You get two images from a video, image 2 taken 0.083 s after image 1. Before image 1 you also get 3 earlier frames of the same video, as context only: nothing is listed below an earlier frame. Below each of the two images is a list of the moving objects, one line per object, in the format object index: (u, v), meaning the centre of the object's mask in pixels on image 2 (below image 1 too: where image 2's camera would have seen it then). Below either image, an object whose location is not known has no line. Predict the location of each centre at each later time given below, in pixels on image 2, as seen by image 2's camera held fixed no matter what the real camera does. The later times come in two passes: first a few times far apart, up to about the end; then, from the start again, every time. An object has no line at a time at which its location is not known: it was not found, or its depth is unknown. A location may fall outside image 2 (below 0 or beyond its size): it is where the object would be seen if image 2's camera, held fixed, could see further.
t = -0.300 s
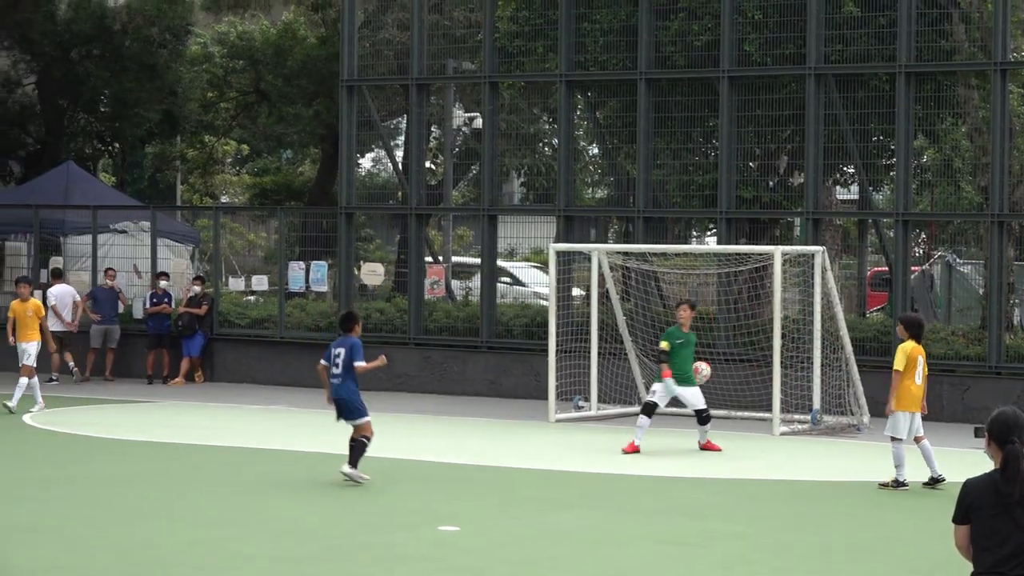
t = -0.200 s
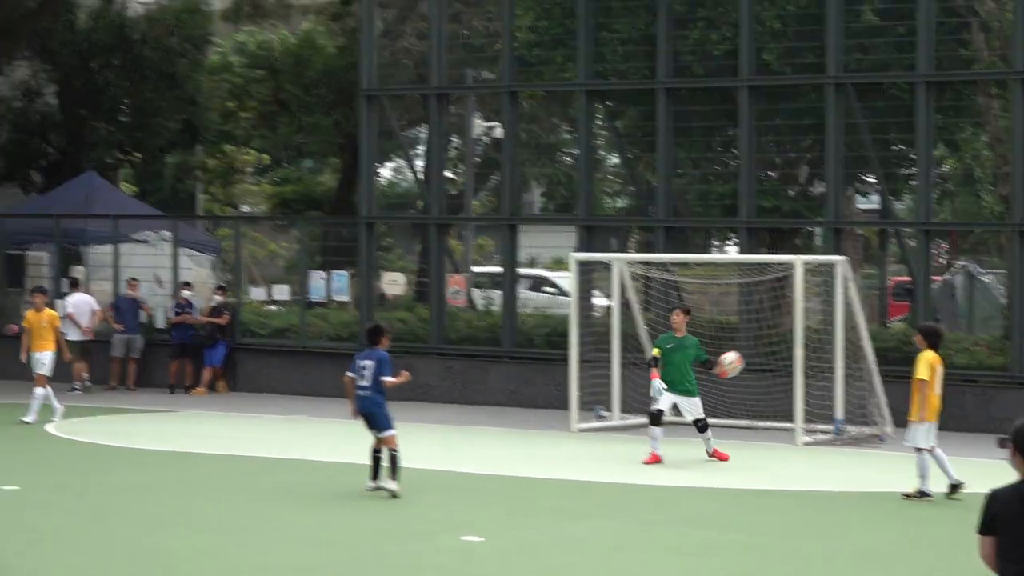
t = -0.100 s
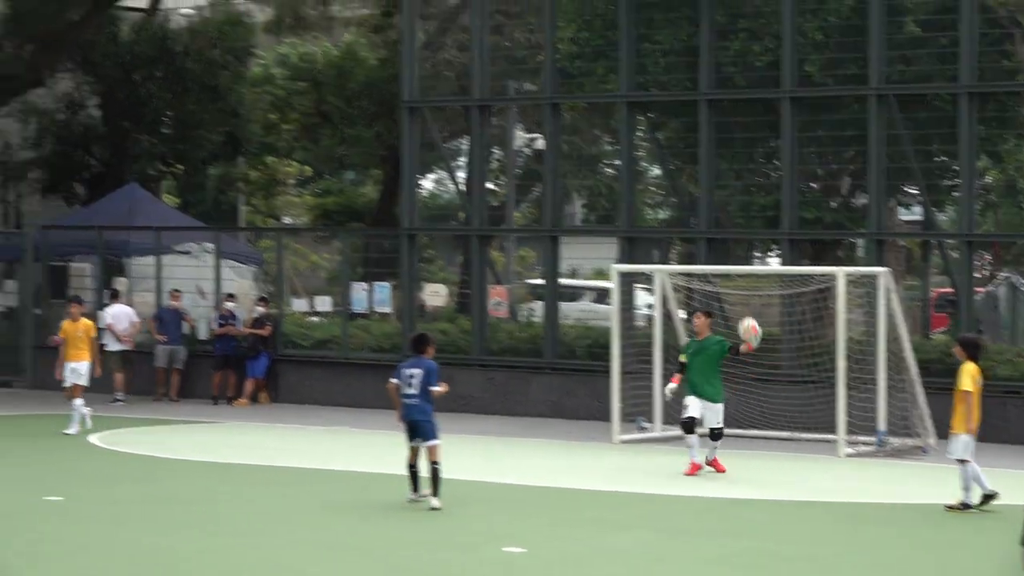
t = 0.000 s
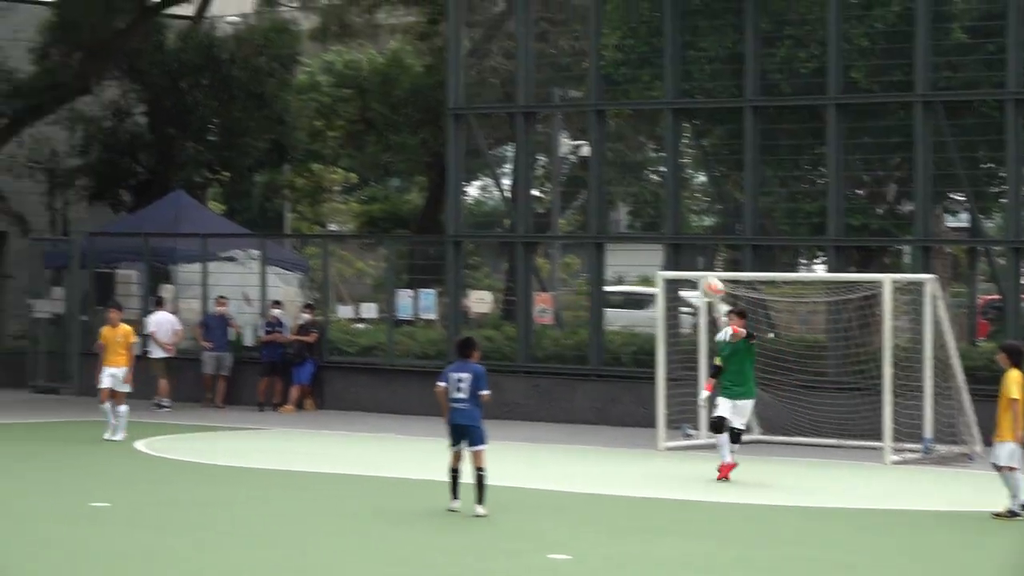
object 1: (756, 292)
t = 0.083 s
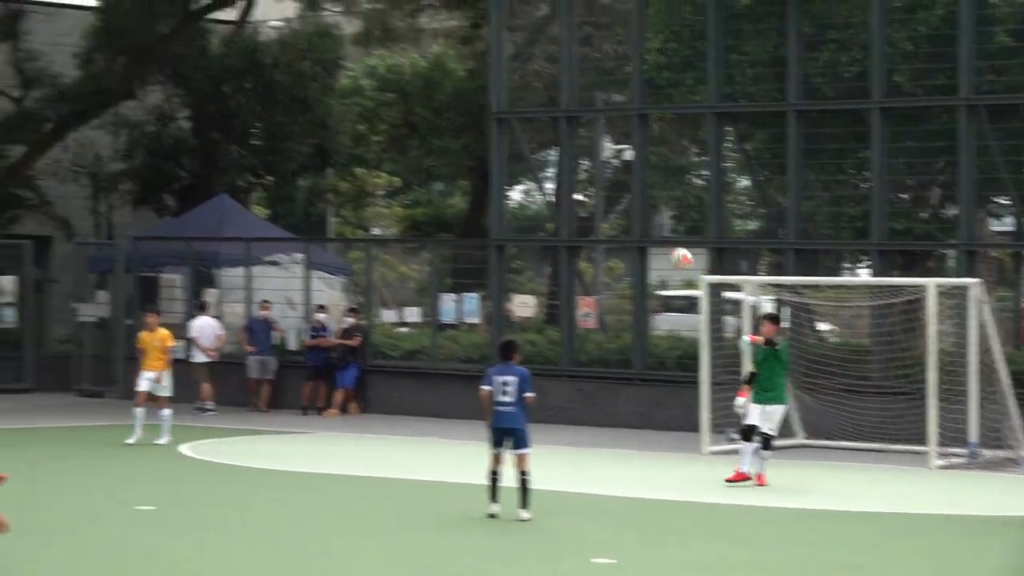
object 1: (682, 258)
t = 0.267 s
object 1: (513, 209)
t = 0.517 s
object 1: (270, 195)
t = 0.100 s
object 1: (667, 252)
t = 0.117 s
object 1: (651, 247)
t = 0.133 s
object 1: (636, 243)
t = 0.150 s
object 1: (621, 238)
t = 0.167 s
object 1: (606, 233)
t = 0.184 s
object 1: (591, 228)
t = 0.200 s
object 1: (576, 225)
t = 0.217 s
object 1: (560, 221)
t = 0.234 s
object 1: (544, 217)
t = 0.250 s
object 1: (529, 212)
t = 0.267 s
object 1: (513, 209)
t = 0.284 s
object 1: (496, 206)
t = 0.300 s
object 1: (480, 203)
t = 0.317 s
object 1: (465, 200)
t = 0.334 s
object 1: (449, 198)
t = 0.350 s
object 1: (433, 196)
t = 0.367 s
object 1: (417, 195)
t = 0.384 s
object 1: (401, 194)
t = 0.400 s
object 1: (385, 193)
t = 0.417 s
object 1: (369, 192)
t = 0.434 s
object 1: (353, 192)
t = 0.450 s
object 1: (336, 192)
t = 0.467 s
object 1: (320, 192)
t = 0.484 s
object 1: (304, 193)
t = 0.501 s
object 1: (287, 194)
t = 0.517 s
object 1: (270, 195)
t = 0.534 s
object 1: (253, 196)
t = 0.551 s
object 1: (237, 199)
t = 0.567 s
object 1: (221, 201)
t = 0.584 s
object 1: (204, 204)
